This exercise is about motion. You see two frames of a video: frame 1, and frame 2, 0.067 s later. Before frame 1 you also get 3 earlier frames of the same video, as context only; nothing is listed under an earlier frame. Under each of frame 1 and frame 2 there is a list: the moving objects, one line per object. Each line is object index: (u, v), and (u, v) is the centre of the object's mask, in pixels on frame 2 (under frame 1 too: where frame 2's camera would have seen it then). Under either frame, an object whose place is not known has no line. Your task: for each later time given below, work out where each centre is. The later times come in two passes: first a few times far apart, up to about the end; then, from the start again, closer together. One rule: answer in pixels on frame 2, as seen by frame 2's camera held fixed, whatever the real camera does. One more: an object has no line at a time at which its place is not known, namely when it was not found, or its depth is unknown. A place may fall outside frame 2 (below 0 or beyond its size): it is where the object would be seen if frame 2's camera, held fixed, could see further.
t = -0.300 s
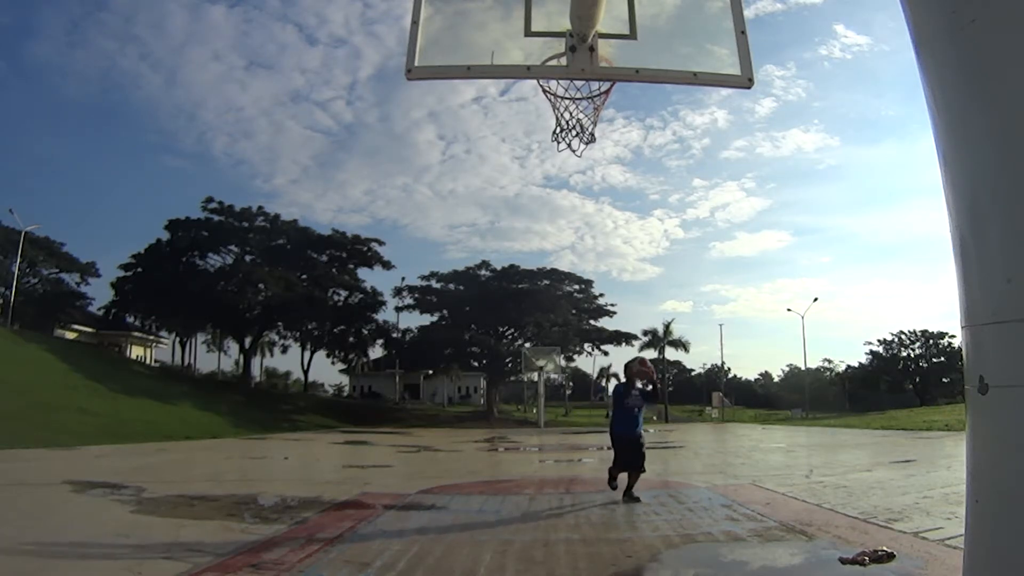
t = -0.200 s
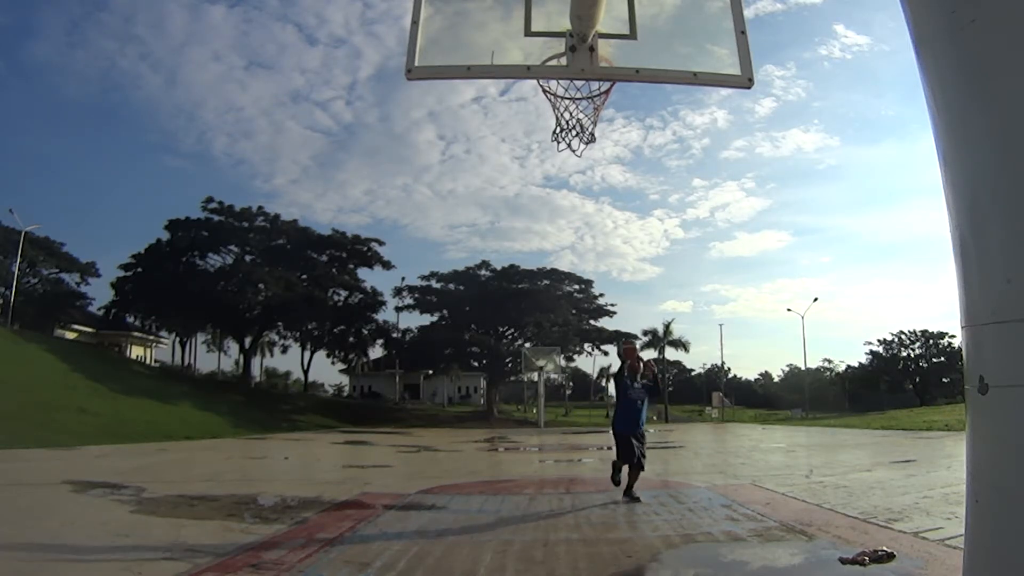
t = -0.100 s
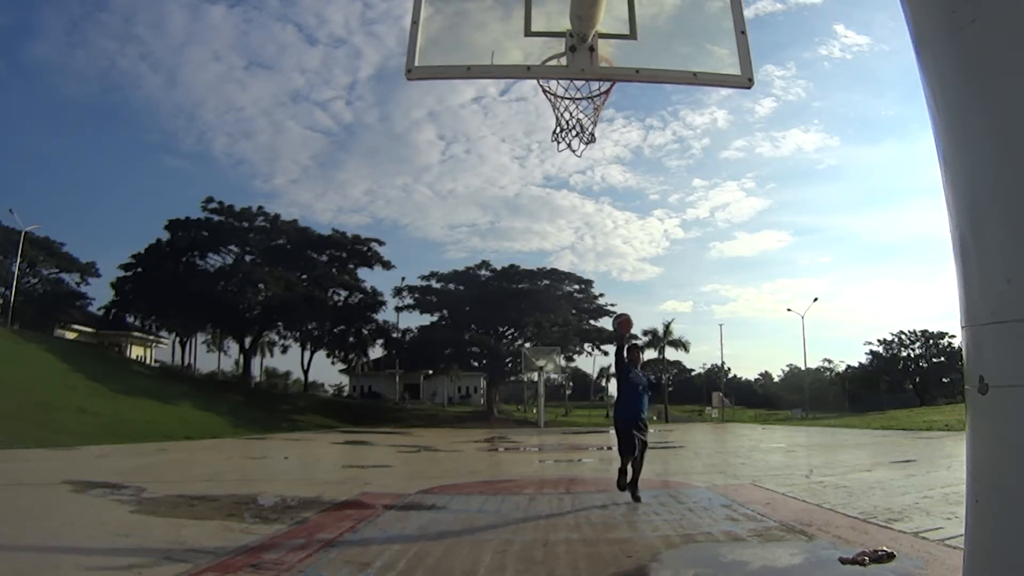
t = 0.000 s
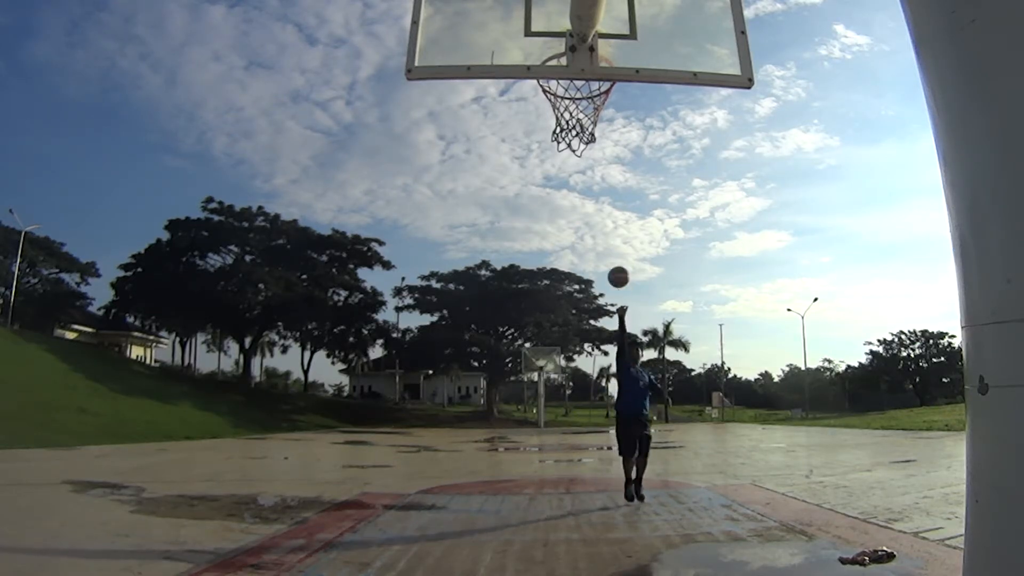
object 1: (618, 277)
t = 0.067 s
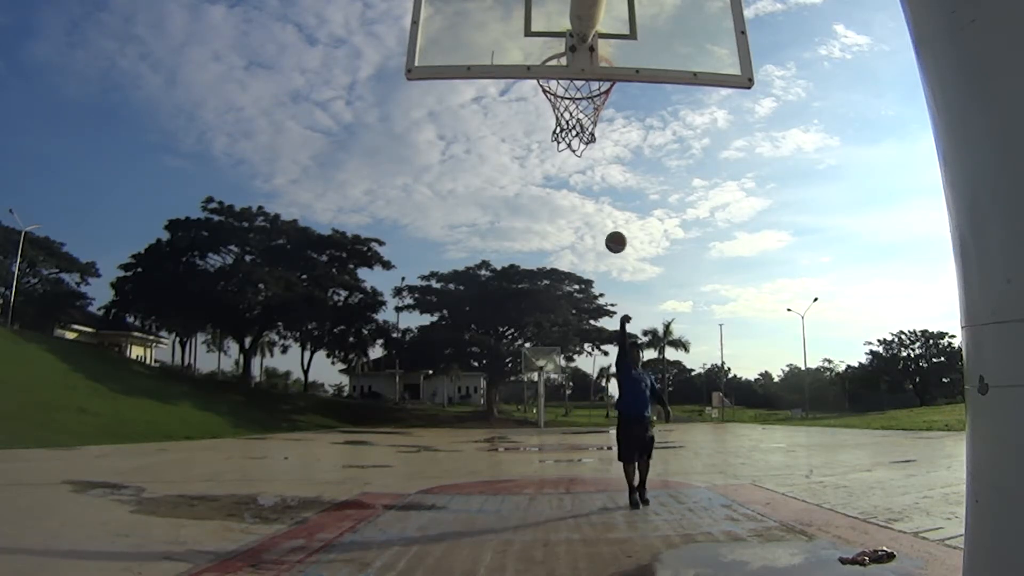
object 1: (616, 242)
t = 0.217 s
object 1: (610, 174)
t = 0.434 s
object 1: (601, 100)
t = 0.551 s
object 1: (595, 84)
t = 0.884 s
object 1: (579, 82)
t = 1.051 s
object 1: (569, 84)
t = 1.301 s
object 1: (601, 101)
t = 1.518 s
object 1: (580, 126)
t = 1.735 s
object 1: (554, 192)
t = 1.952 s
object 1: (525, 353)
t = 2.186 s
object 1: (493, 566)
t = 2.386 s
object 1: (466, 414)
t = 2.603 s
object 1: (438, 315)
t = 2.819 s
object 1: (408, 303)
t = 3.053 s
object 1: (373, 403)
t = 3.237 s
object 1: (348, 561)
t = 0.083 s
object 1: (615, 234)
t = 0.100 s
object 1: (615, 226)
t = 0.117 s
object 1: (614, 218)
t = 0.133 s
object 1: (613, 210)
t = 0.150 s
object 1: (612, 203)
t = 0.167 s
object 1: (612, 195)
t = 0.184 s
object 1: (611, 188)
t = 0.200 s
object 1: (611, 181)
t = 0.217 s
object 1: (610, 174)
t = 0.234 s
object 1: (609, 167)
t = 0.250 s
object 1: (609, 160)
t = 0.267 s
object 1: (608, 154)
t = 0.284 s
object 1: (607, 147)
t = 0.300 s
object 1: (607, 141)
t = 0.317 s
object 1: (606, 135)
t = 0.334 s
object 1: (606, 130)
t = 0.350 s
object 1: (606, 125)
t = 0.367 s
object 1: (606, 120)
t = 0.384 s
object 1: (604, 114)
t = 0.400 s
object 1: (602, 109)
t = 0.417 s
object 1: (602, 104)
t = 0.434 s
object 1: (601, 100)
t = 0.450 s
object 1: (600, 96)
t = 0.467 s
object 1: (599, 92)
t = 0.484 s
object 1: (599, 89)
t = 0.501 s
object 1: (598, 88)
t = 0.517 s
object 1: (597, 86)
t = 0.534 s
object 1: (596, 85)
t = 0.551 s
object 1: (595, 84)
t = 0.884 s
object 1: (579, 82)
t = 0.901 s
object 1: (578, 83)
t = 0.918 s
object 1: (578, 84)
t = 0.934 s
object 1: (576, 86)
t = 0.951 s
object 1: (576, 88)
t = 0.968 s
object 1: (575, 90)
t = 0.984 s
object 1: (574, 88)
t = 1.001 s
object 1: (574, 86)
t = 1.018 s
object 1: (572, 85)
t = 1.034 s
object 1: (571, 84)
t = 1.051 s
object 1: (569, 84)
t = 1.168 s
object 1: (575, 84)
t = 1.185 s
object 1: (579, 86)
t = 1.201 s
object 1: (582, 88)
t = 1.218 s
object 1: (586, 89)
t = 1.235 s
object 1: (591, 90)
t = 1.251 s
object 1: (594, 93)
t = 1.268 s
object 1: (597, 96)
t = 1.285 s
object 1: (599, 99)
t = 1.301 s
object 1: (601, 101)
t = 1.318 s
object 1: (602, 103)
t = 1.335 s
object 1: (602, 105)
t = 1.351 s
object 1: (601, 107)
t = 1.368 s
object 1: (600, 109)
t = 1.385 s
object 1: (599, 110)
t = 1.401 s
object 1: (597, 111)
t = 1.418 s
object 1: (595, 113)
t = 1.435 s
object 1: (592, 115)
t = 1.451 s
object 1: (590, 117)
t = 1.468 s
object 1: (587, 118)
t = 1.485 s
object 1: (585, 121)
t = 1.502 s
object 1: (583, 123)
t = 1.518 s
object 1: (580, 126)
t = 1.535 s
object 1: (578, 129)
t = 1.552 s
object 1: (577, 131)
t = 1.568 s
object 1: (575, 134)
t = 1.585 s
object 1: (573, 137)
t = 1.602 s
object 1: (571, 141)
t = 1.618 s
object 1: (569, 146)
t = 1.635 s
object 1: (567, 151)
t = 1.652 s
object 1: (565, 157)
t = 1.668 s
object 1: (563, 163)
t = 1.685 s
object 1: (560, 169)
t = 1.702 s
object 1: (558, 176)
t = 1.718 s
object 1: (556, 184)
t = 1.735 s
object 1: (554, 192)
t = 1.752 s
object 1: (552, 200)
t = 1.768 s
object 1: (549, 210)
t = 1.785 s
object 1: (547, 219)
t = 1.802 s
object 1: (545, 230)
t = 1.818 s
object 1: (543, 241)
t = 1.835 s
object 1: (541, 252)
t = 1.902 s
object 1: (532, 306)
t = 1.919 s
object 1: (530, 321)
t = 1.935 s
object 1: (527, 336)
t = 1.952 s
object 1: (525, 353)
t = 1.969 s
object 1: (523, 370)
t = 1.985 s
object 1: (521, 387)
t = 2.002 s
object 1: (517, 405)
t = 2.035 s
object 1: (513, 444)
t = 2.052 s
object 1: (510, 464)
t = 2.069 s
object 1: (508, 484)
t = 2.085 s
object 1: (506, 505)
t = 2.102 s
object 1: (504, 526)
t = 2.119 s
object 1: (501, 547)
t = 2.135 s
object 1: (500, 562)
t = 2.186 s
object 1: (493, 566)
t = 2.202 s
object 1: (491, 558)
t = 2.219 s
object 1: (488, 544)
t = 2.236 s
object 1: (486, 530)
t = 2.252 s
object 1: (483, 515)
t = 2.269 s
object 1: (481, 501)
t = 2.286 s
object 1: (479, 488)
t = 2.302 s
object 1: (476, 474)
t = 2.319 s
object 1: (474, 461)
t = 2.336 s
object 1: (472, 448)
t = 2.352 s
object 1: (470, 436)
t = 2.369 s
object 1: (468, 425)
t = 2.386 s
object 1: (466, 414)
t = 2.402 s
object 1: (463, 403)
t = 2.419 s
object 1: (462, 393)
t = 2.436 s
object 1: (459, 383)
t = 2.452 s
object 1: (458, 374)
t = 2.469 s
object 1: (455, 364)
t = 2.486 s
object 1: (453, 356)
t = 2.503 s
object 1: (451, 350)
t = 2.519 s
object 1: (449, 343)
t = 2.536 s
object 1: (446, 335)
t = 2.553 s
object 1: (444, 329)
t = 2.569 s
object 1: (442, 324)
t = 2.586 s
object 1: (440, 319)
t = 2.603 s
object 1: (438, 315)
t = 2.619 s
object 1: (435, 310)
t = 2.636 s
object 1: (433, 307)
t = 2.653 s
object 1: (431, 304)
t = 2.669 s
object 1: (429, 301)
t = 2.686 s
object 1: (427, 299)
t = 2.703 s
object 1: (425, 297)
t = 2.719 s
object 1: (422, 297)
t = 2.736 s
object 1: (420, 296)
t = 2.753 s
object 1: (418, 297)
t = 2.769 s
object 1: (416, 298)
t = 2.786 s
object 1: (413, 299)
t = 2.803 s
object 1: (411, 301)
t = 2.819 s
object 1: (408, 303)
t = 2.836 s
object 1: (406, 307)
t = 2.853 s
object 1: (403, 310)
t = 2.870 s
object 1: (401, 315)
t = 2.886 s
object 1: (399, 320)
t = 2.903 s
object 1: (397, 325)
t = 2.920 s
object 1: (394, 331)
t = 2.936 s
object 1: (391, 338)
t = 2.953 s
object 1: (389, 346)
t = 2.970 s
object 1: (386, 352)
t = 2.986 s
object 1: (383, 360)
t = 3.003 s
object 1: (381, 372)
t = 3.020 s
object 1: (379, 380)
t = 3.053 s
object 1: (373, 403)
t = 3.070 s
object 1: (371, 415)
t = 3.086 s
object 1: (368, 428)
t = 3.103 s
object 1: (365, 442)
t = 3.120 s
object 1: (363, 455)
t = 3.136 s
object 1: (361, 469)
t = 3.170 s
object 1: (356, 500)
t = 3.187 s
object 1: (354, 517)
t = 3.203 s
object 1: (352, 533)
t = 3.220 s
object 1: (350, 550)
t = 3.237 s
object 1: (348, 561)
